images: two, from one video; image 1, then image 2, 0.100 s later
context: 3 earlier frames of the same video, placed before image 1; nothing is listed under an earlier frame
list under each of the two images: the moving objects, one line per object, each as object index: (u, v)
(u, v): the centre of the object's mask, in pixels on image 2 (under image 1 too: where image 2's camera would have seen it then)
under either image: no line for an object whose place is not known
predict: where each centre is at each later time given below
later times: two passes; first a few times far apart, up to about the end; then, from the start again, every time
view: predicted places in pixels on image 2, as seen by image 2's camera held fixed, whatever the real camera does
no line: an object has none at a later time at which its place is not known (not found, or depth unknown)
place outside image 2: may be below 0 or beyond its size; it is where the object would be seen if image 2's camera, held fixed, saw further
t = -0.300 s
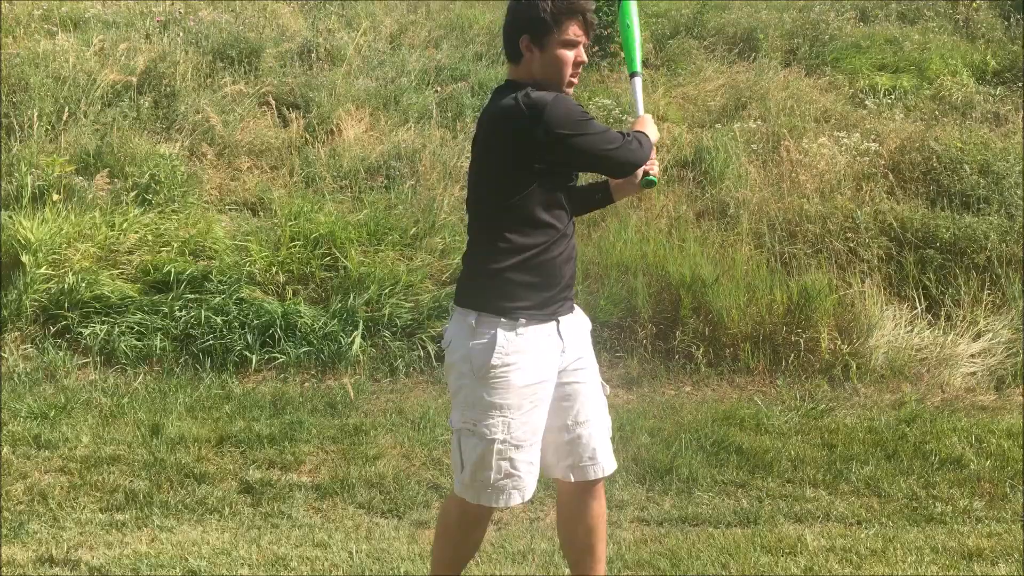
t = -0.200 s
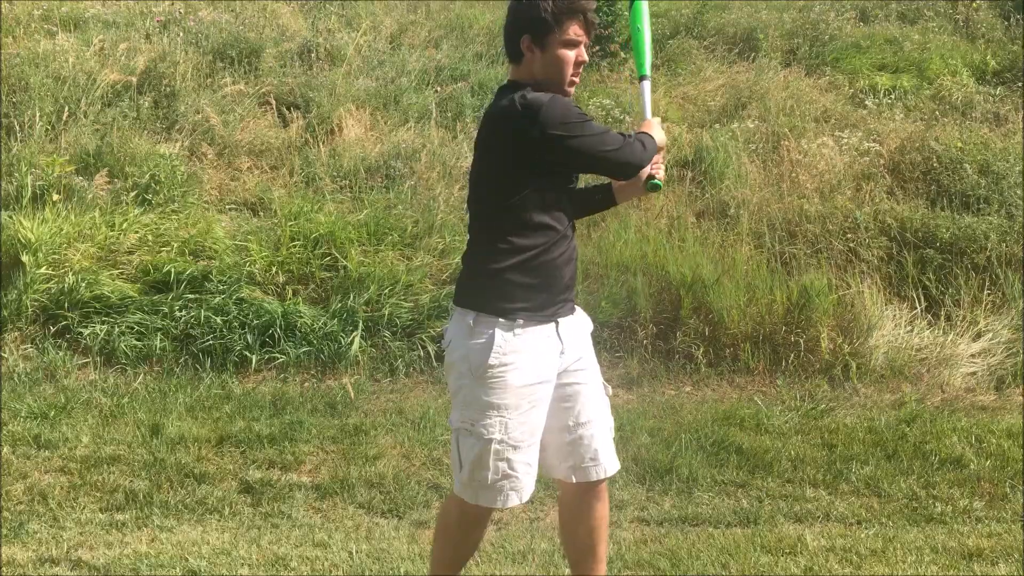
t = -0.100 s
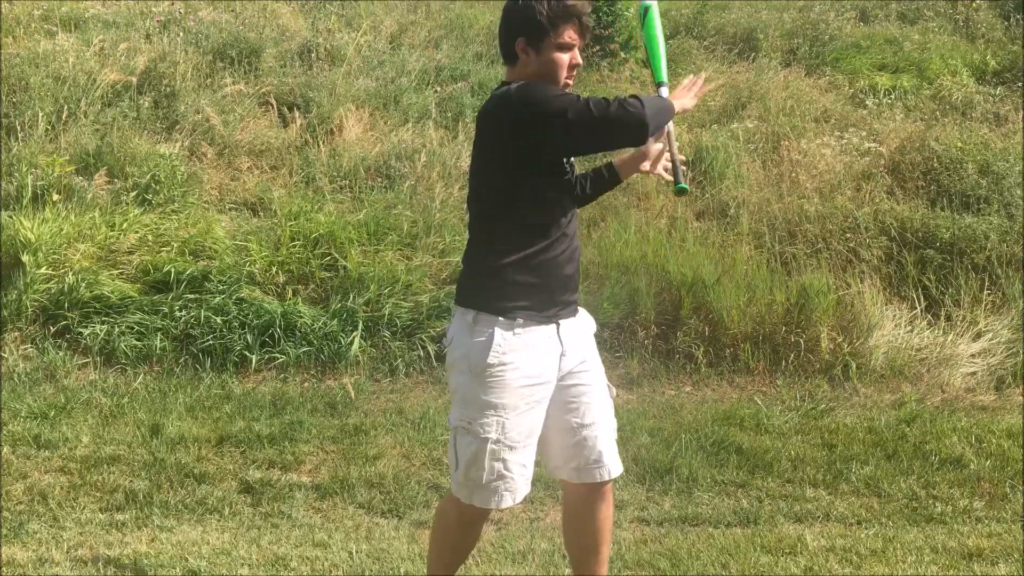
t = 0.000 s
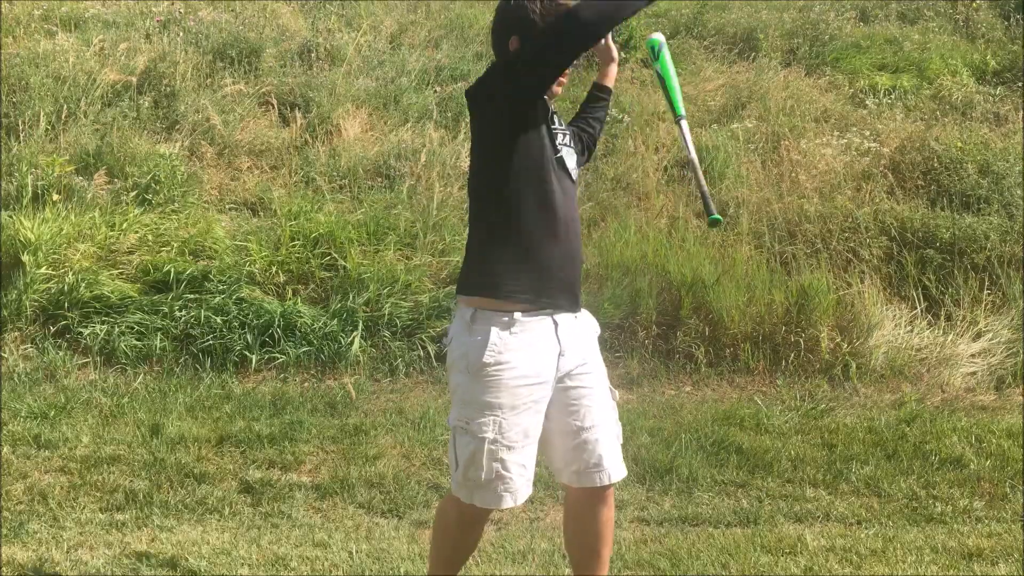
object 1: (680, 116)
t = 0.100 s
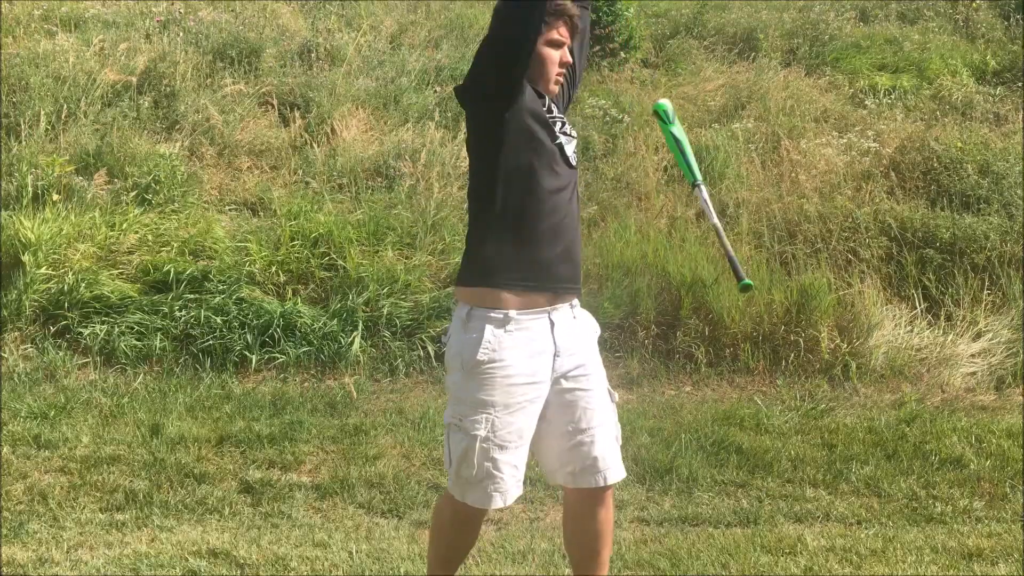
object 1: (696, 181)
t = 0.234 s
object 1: (715, 315)
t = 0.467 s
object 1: (723, 557)
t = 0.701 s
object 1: (691, 537)
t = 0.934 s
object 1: (685, 553)
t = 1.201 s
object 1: (685, 553)
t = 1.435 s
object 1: (685, 553)
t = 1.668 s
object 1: (685, 553)
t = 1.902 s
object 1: (685, 553)
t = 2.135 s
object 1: (685, 553)
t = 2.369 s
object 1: (686, 553)
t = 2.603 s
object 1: (685, 553)
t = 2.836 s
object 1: (685, 553)
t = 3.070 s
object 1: (685, 553)
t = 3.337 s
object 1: (684, 553)
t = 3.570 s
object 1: (684, 553)
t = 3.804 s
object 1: (684, 553)
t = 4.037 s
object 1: (684, 553)
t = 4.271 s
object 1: (684, 553)
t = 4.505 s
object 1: (684, 553)
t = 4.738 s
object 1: (684, 553)
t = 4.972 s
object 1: (685, 553)
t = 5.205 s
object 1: (685, 553)
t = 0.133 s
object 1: (701, 210)
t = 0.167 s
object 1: (706, 242)
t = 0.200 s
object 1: (711, 276)
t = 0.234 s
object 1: (715, 315)
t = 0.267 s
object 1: (720, 356)
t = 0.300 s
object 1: (724, 400)
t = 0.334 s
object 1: (729, 450)
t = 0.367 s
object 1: (719, 479)
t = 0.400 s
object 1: (708, 506)
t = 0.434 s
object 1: (706, 538)
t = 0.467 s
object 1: (723, 557)
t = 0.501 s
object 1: (702, 552)
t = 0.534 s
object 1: (688, 541)
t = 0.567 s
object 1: (685, 534)
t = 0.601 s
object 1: (689, 532)
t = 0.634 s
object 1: (691, 533)
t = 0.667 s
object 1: (693, 534)
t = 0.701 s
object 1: (691, 537)
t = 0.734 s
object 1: (689, 544)
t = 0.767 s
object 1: (684, 550)
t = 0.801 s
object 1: (683, 555)
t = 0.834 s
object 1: (687, 554)
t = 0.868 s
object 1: (687, 553)
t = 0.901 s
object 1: (686, 552)
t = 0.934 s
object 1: (685, 553)
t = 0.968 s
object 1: (685, 553)
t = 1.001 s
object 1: (685, 553)
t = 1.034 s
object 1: (685, 553)
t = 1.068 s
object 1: (685, 553)
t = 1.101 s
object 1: (685, 553)
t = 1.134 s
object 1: (685, 553)
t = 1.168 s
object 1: (685, 553)
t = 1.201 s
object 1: (685, 553)
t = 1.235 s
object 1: (685, 553)
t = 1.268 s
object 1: (685, 553)
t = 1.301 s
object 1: (685, 553)
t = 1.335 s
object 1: (685, 553)
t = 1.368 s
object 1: (685, 553)
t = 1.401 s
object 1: (685, 553)
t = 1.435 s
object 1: (685, 553)
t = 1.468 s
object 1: (685, 553)
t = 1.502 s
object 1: (685, 553)
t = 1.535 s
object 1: (685, 553)
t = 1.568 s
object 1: (685, 553)
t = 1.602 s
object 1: (685, 553)
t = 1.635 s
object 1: (685, 553)
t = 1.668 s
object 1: (685, 553)
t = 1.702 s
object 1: (685, 553)
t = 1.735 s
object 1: (685, 553)
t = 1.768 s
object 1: (685, 553)
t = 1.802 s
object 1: (685, 553)
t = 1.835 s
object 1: (685, 553)
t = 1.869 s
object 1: (685, 553)
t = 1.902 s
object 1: (685, 553)
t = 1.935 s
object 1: (685, 553)
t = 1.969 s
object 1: (685, 553)
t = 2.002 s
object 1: (685, 553)
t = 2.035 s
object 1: (685, 553)
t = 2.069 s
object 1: (685, 553)
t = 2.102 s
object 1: (685, 553)
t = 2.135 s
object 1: (685, 553)
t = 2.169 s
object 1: (685, 553)
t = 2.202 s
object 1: (685, 553)
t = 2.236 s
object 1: (685, 553)
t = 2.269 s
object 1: (685, 553)
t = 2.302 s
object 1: (686, 553)
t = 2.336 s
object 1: (685, 553)
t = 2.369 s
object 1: (686, 553)
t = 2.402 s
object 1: (686, 553)
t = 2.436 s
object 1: (686, 553)
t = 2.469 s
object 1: (686, 553)
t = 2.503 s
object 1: (685, 553)
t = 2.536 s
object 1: (685, 553)
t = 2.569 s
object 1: (686, 553)
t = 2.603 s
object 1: (685, 553)
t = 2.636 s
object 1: (686, 553)
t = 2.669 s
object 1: (685, 553)
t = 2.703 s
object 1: (685, 553)
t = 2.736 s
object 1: (685, 553)
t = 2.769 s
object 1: (685, 553)
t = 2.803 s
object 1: (685, 553)
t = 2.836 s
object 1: (685, 553)
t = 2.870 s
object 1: (685, 553)
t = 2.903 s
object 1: (685, 553)
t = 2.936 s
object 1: (685, 553)
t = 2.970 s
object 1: (685, 553)
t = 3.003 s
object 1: (685, 553)
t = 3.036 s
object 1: (685, 553)
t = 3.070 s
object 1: (685, 553)
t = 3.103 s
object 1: (685, 553)
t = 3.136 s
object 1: (685, 553)
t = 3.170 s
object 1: (685, 553)
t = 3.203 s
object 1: (685, 553)
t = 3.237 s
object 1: (684, 553)
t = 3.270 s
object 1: (684, 553)
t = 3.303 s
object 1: (684, 553)
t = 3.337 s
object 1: (684, 553)
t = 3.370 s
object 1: (684, 553)
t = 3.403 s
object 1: (684, 553)
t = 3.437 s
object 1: (684, 553)
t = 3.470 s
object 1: (684, 553)
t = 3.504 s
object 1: (684, 553)
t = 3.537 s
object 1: (684, 553)
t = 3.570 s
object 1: (684, 553)
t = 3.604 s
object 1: (684, 553)
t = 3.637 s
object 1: (684, 553)
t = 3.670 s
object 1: (684, 553)
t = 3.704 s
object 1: (684, 553)
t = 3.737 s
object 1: (684, 553)
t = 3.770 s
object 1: (684, 553)
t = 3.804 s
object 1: (684, 553)
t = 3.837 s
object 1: (684, 553)
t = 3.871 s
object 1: (684, 553)
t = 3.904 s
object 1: (684, 553)
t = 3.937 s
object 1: (685, 553)
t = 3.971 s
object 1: (685, 553)
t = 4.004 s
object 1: (685, 553)
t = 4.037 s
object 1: (684, 553)
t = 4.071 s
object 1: (684, 553)
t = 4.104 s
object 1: (684, 553)
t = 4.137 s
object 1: (684, 553)
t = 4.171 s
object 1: (684, 553)
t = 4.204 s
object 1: (684, 553)
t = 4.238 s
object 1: (684, 553)
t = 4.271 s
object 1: (684, 553)
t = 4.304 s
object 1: (684, 553)
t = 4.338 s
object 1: (684, 553)
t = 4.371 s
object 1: (684, 553)
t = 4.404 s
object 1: (684, 553)
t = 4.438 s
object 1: (684, 553)
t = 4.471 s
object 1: (684, 553)
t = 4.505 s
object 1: (684, 553)
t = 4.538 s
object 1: (684, 553)
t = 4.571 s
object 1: (684, 553)
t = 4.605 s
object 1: (684, 553)
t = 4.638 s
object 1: (684, 553)
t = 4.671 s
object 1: (685, 553)
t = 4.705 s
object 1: (684, 553)
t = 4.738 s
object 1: (684, 553)
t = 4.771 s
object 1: (684, 553)
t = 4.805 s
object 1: (684, 553)
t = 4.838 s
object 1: (685, 553)
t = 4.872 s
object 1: (684, 553)
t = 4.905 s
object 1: (684, 553)
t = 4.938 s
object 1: (684, 553)
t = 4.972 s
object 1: (685, 553)
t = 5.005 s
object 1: (684, 553)
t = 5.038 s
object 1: (684, 553)
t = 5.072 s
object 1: (684, 553)
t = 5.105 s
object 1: (684, 553)
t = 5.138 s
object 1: (685, 553)
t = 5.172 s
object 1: (684, 553)
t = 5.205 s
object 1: (685, 553)
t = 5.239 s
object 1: (684, 553)
